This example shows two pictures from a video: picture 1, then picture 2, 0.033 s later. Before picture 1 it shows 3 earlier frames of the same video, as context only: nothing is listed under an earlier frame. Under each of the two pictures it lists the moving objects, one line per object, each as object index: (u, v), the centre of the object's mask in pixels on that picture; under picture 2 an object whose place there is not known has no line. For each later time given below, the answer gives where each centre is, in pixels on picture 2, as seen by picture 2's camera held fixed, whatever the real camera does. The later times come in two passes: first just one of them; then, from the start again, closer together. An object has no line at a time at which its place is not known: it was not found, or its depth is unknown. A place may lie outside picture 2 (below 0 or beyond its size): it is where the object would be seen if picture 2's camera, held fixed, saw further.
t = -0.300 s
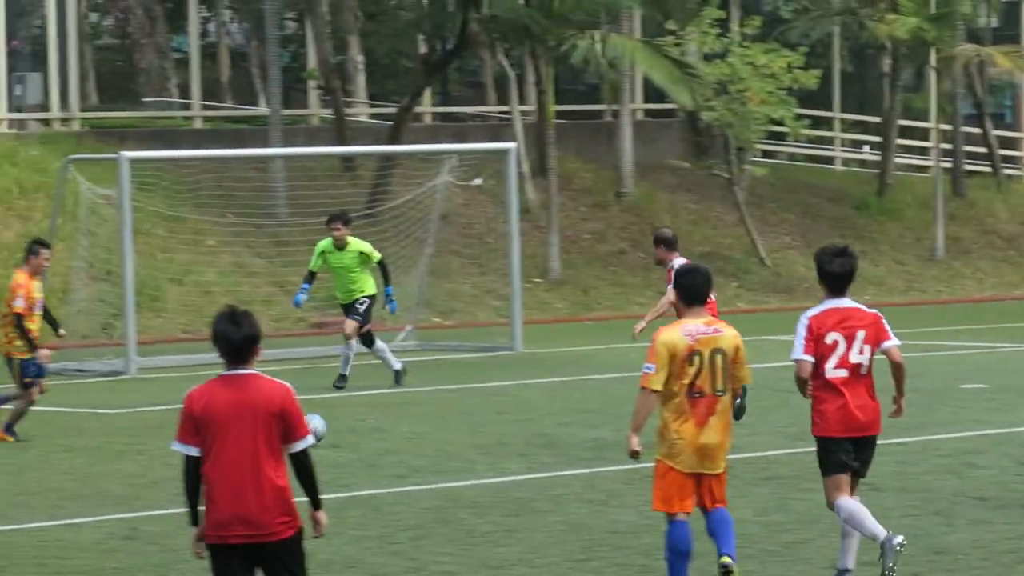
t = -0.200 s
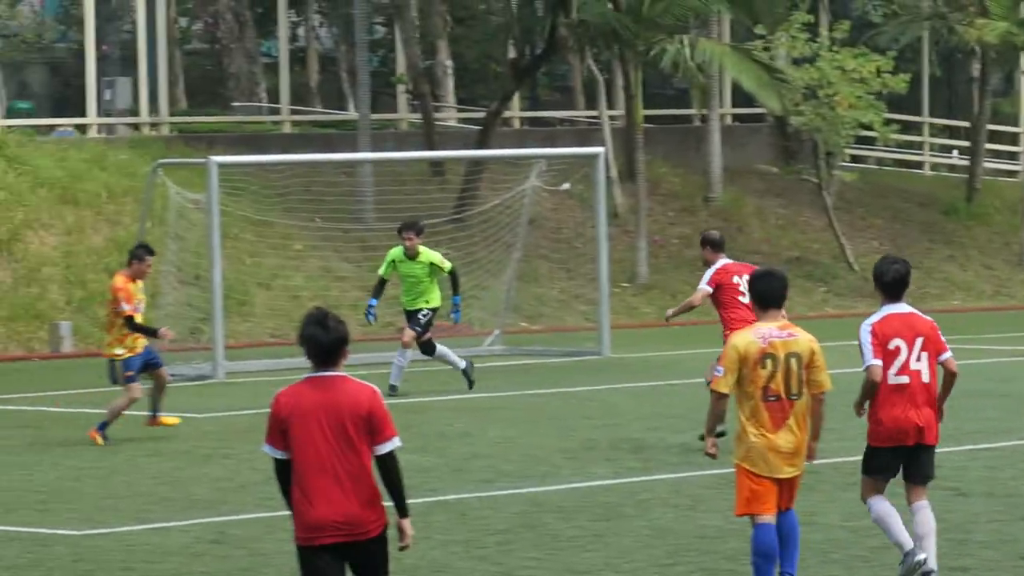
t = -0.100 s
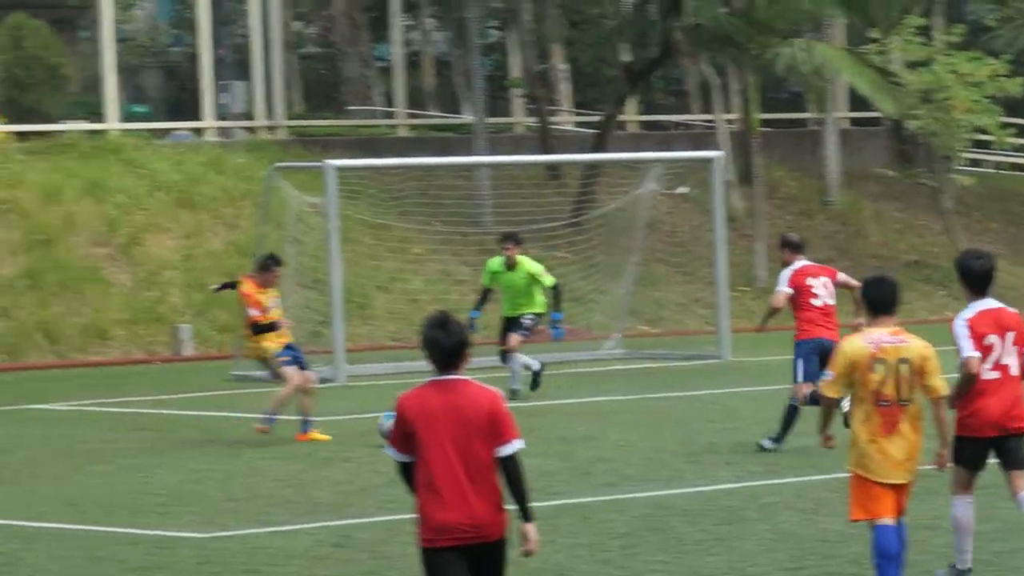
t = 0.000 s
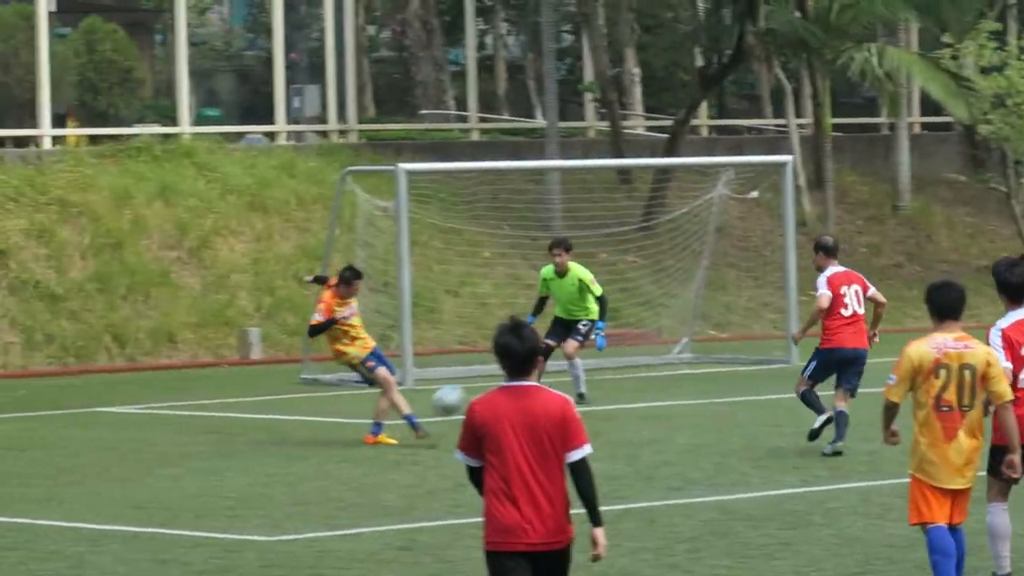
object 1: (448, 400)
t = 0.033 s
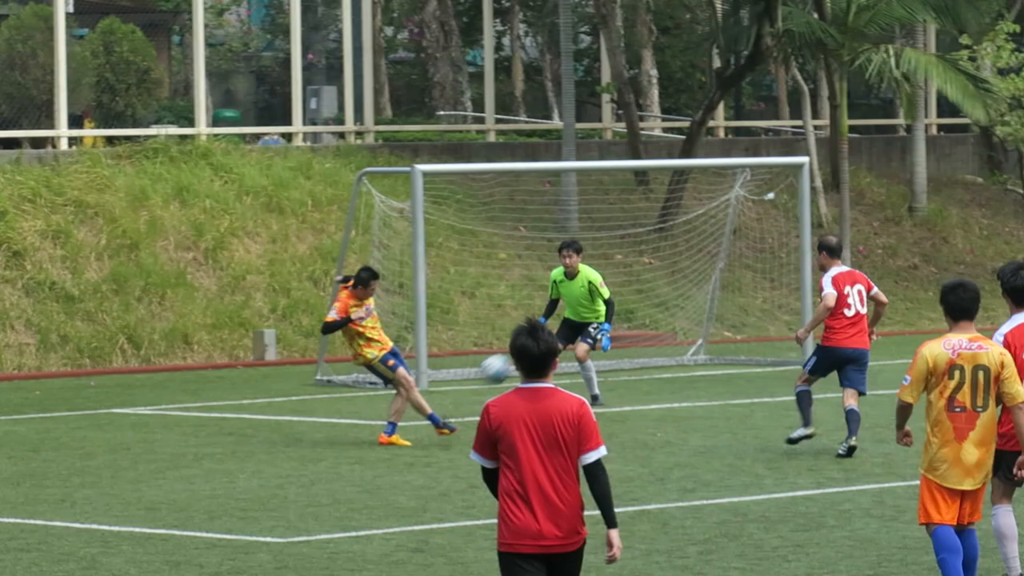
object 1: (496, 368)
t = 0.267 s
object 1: (703, 196)
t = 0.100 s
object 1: (558, 310)
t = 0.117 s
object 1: (574, 298)
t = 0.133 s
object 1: (590, 284)
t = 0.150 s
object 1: (603, 272)
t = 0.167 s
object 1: (618, 259)
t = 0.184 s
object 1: (632, 248)
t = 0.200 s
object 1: (648, 237)
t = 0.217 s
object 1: (662, 224)
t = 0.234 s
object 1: (674, 215)
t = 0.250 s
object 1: (690, 205)
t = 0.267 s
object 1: (703, 196)
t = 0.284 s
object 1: (716, 186)
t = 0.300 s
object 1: (731, 177)
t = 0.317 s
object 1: (744, 169)
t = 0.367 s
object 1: (784, 145)
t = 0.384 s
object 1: (796, 138)
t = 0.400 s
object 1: (810, 131)
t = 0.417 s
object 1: (822, 125)
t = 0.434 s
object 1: (835, 120)
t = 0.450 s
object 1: (848, 113)
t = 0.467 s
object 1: (860, 109)
